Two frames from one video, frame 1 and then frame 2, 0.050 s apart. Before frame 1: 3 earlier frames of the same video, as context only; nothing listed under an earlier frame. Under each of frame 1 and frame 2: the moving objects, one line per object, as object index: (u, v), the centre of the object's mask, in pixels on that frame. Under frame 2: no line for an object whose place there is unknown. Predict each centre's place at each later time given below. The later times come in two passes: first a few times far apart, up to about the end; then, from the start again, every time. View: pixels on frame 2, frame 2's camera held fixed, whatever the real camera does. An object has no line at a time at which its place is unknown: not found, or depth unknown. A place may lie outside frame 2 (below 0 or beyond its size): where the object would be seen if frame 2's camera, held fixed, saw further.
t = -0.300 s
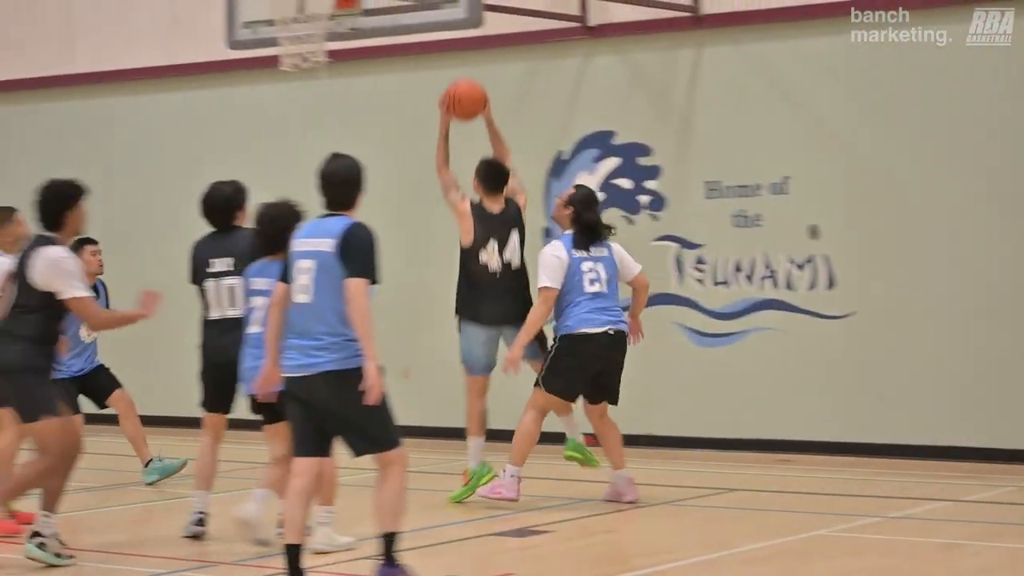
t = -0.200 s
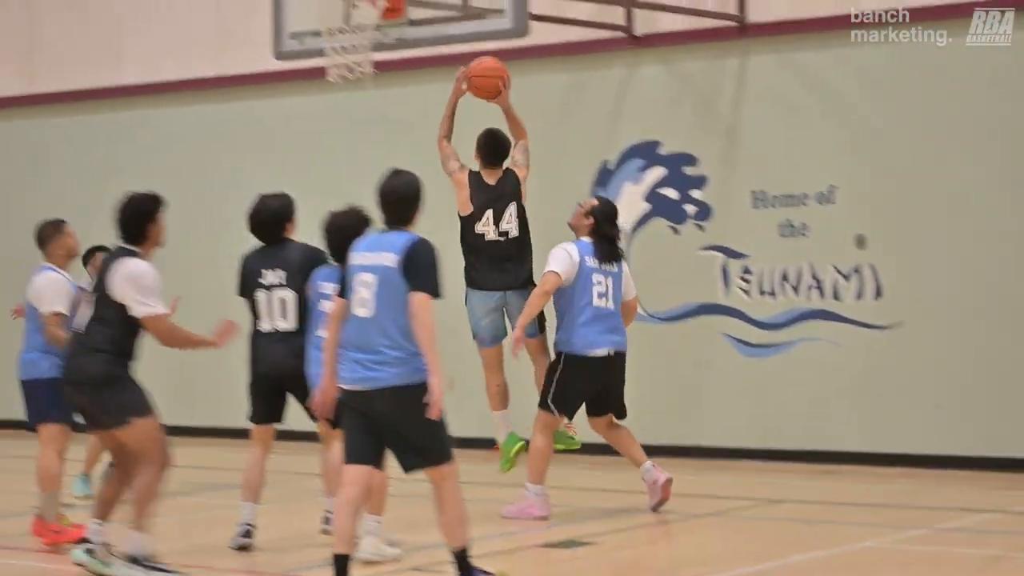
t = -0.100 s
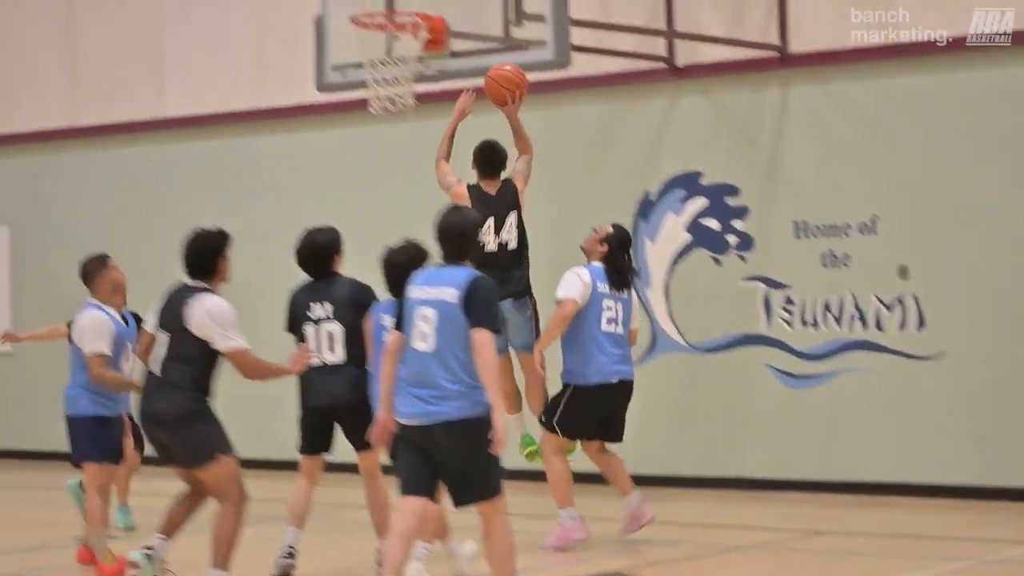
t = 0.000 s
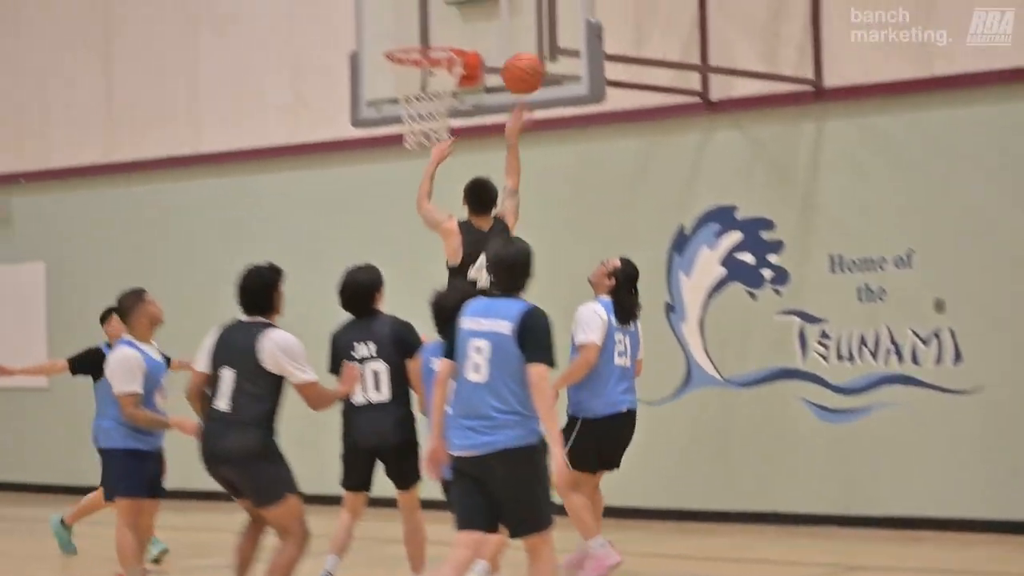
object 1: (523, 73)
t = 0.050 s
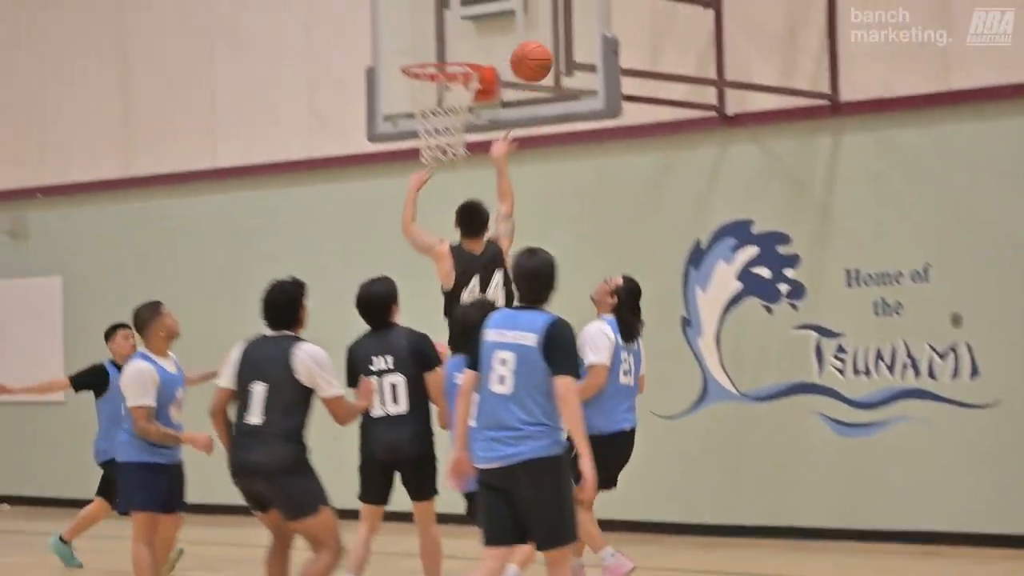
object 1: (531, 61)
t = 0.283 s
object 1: (493, 3)
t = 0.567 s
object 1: (423, 82)
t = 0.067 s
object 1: (528, 54)
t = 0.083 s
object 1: (525, 46)
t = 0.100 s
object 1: (523, 40)
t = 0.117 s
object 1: (520, 34)
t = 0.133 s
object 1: (517, 28)
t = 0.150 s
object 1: (515, 23)
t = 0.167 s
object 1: (513, 18)
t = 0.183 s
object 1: (510, 14)
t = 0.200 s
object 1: (508, 10)
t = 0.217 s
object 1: (506, 7)
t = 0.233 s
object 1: (504, 4)
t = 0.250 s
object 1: (501, 3)
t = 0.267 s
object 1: (497, 3)
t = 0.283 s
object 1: (493, 3)
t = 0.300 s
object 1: (488, 4)
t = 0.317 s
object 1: (484, 6)
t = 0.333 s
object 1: (480, 7)
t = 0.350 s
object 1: (476, 9)
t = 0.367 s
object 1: (472, 12)
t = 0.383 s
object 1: (468, 15)
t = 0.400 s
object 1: (463, 19)
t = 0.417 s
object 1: (458, 22)
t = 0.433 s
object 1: (454, 27)
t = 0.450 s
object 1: (451, 32)
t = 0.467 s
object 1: (447, 38)
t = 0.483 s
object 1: (443, 43)
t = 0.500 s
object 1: (439, 47)
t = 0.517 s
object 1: (435, 51)
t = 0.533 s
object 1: (431, 59)
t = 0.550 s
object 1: (428, 72)
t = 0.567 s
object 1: (423, 82)
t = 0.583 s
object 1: (418, 89)
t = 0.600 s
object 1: (415, 97)
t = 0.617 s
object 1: (414, 103)
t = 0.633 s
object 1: (412, 110)
